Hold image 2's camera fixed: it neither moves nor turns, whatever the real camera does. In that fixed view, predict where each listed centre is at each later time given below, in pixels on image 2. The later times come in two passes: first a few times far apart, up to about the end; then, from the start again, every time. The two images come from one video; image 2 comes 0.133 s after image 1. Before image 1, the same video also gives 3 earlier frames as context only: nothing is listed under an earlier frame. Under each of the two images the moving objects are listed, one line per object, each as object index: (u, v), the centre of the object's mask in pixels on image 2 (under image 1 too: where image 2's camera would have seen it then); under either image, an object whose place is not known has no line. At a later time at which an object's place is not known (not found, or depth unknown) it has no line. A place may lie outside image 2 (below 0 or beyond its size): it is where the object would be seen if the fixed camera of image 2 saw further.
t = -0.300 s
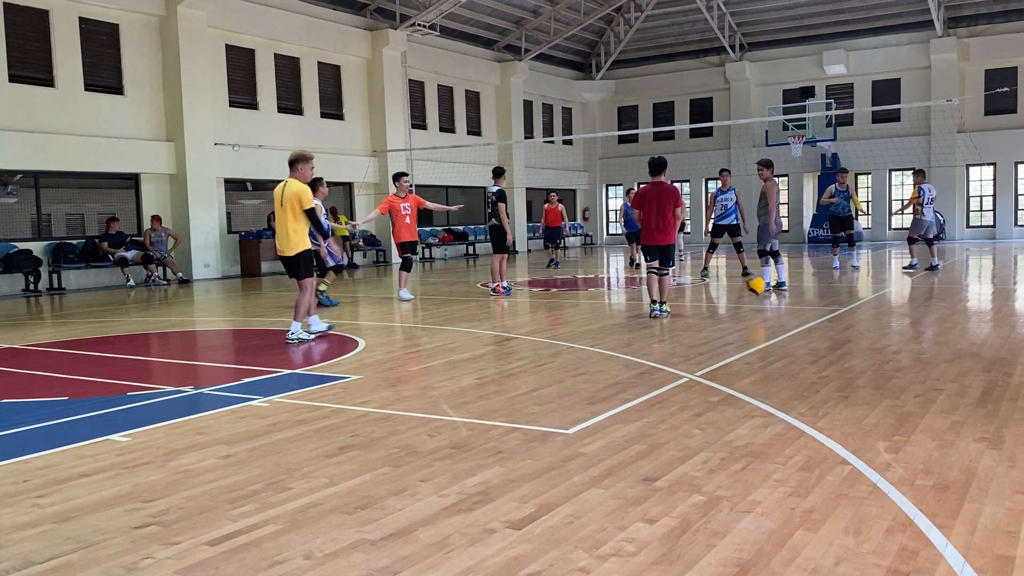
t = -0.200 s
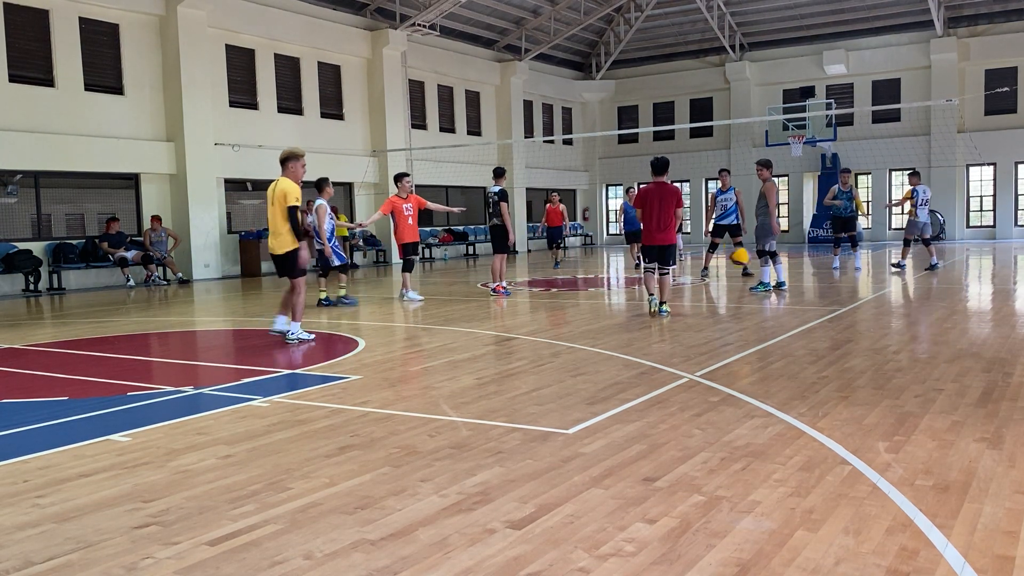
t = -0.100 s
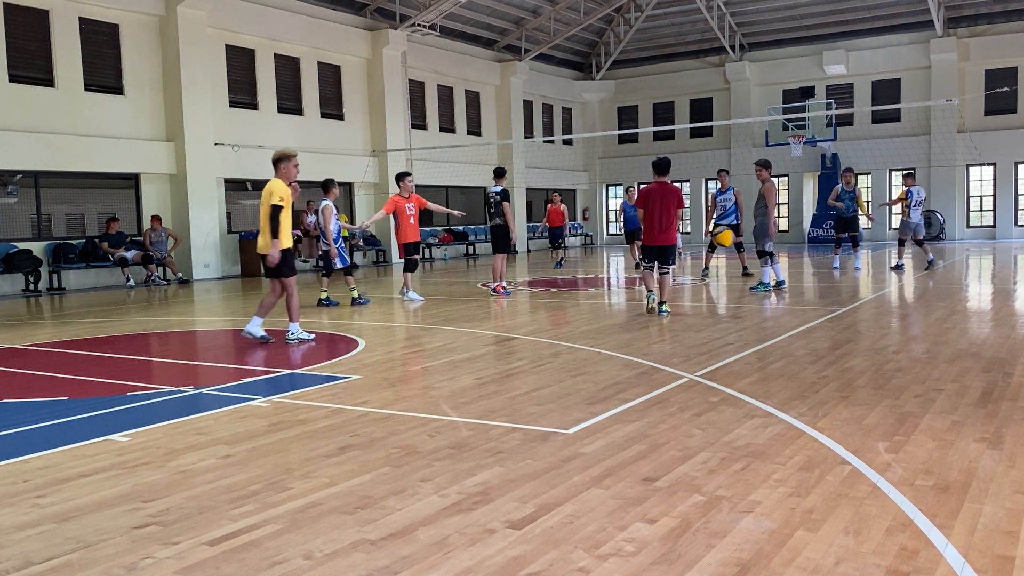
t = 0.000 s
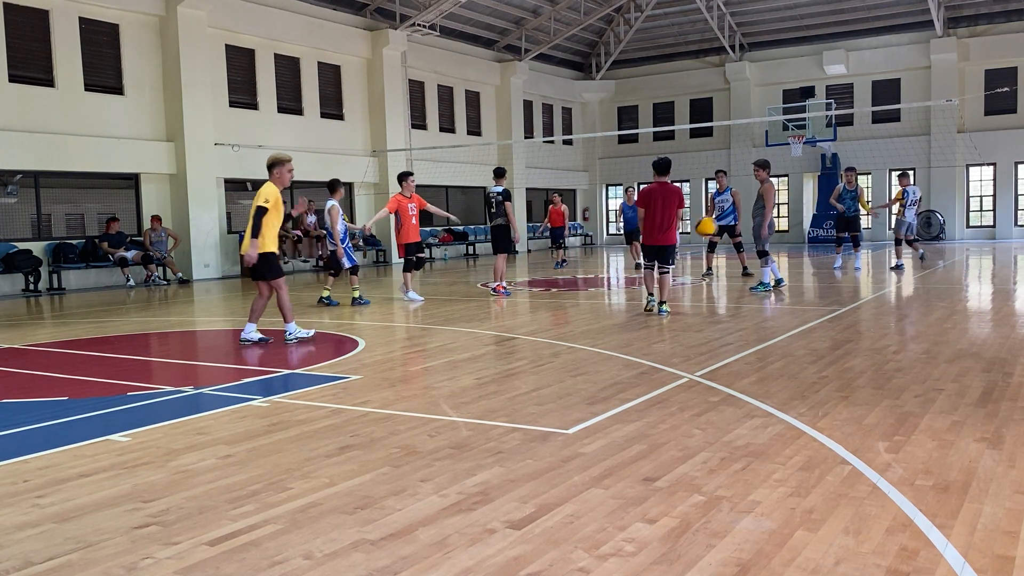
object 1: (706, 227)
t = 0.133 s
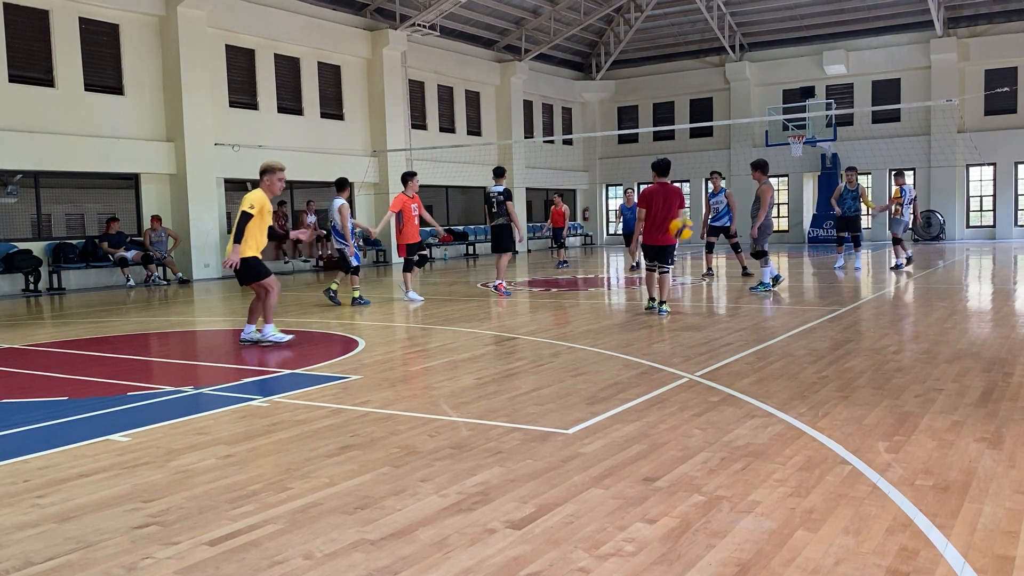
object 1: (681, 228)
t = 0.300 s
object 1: (648, 258)
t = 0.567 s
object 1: (590, 305)
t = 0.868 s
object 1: (515, 274)
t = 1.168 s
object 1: (425, 373)
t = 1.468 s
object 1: (303, 327)
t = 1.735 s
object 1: (169, 426)
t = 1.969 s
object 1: (19, 398)
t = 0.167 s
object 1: (674, 231)
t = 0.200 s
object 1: (667, 237)
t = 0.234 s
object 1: (662, 243)
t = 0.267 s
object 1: (654, 250)
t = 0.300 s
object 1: (648, 258)
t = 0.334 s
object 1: (641, 268)
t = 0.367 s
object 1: (633, 279)
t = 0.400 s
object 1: (628, 293)
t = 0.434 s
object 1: (621, 307)
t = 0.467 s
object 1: (614, 324)
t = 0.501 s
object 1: (606, 326)
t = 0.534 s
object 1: (599, 315)
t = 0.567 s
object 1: (590, 305)
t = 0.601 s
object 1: (583, 297)
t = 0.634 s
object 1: (574, 289)
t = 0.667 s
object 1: (567, 284)
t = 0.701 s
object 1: (558, 278)
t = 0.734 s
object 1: (550, 275)
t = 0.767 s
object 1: (541, 273)
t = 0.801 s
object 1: (533, 271)
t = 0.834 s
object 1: (526, 273)
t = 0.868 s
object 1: (515, 274)
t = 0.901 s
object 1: (504, 278)
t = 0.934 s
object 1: (496, 284)
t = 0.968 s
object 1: (486, 291)
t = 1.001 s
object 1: (476, 300)
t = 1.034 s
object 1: (466, 311)
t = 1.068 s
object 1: (456, 323)
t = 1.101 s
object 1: (446, 339)
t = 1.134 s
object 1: (435, 356)
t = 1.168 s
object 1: (425, 373)
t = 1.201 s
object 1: (413, 364)
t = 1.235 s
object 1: (401, 353)
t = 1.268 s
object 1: (387, 345)
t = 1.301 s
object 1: (374, 337)
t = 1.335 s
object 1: (360, 331)
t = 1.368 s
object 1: (345, 327)
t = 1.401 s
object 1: (332, 325)
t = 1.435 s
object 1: (317, 325)
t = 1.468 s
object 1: (303, 327)
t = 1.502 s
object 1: (287, 331)
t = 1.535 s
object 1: (271, 336)
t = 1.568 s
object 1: (255, 345)
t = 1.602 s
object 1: (240, 355)
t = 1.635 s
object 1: (222, 368)
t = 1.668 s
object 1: (205, 384)
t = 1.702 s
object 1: (188, 402)
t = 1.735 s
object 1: (169, 426)
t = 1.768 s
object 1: (149, 427)
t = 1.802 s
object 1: (129, 416)
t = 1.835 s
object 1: (106, 408)
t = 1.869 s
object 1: (84, 402)
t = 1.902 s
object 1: (60, 398)
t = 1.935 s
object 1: (35, 398)
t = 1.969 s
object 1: (19, 398)
